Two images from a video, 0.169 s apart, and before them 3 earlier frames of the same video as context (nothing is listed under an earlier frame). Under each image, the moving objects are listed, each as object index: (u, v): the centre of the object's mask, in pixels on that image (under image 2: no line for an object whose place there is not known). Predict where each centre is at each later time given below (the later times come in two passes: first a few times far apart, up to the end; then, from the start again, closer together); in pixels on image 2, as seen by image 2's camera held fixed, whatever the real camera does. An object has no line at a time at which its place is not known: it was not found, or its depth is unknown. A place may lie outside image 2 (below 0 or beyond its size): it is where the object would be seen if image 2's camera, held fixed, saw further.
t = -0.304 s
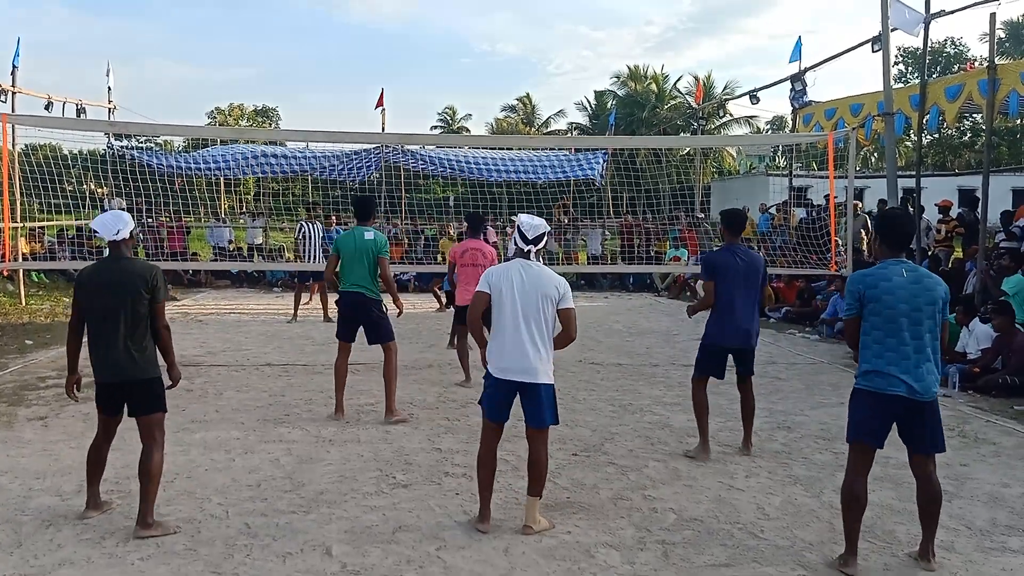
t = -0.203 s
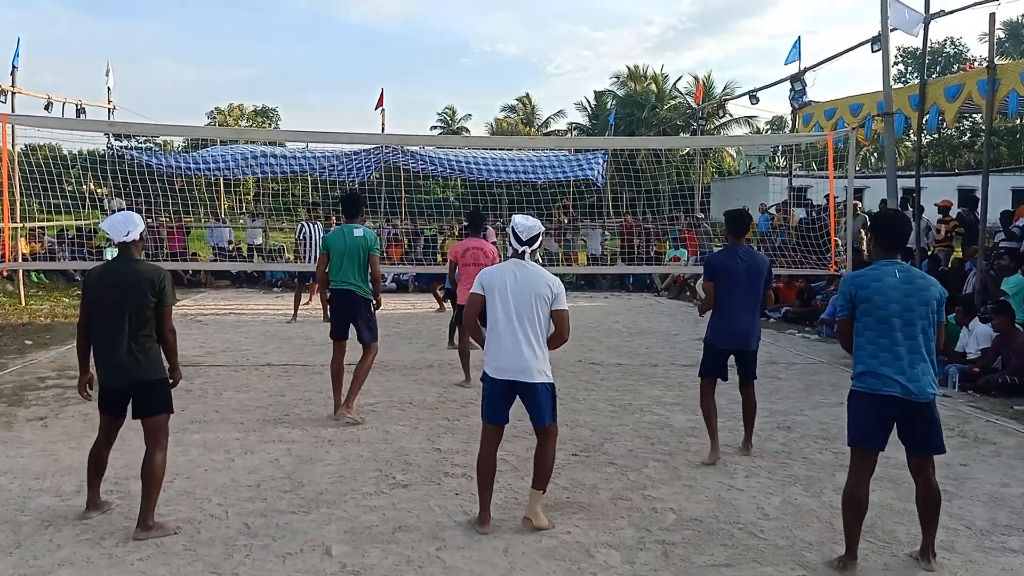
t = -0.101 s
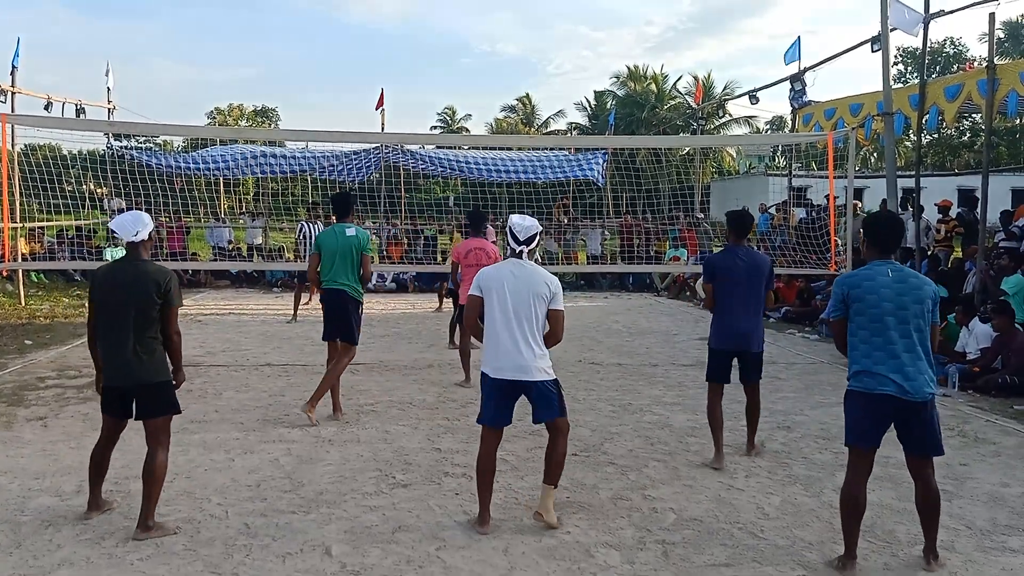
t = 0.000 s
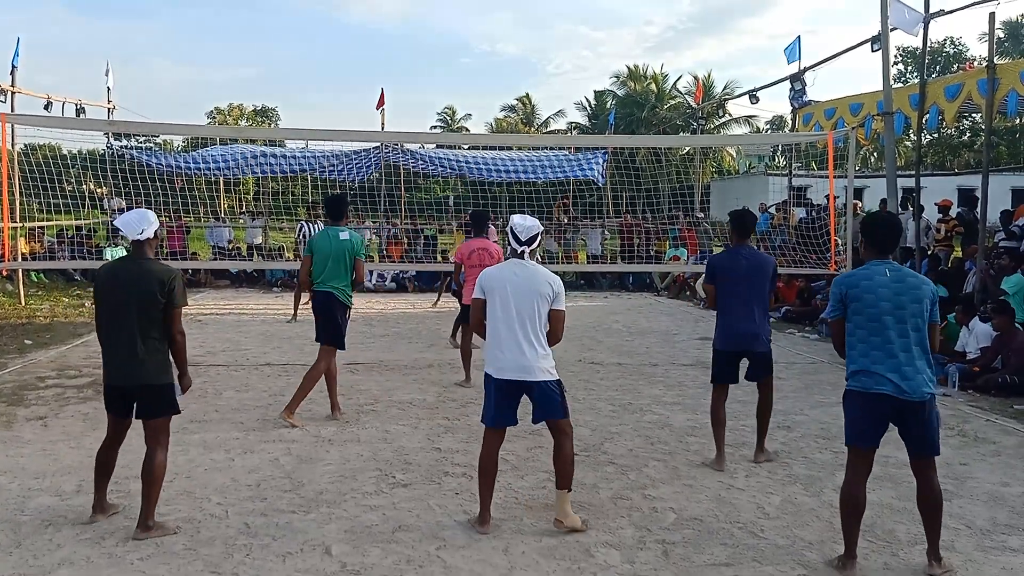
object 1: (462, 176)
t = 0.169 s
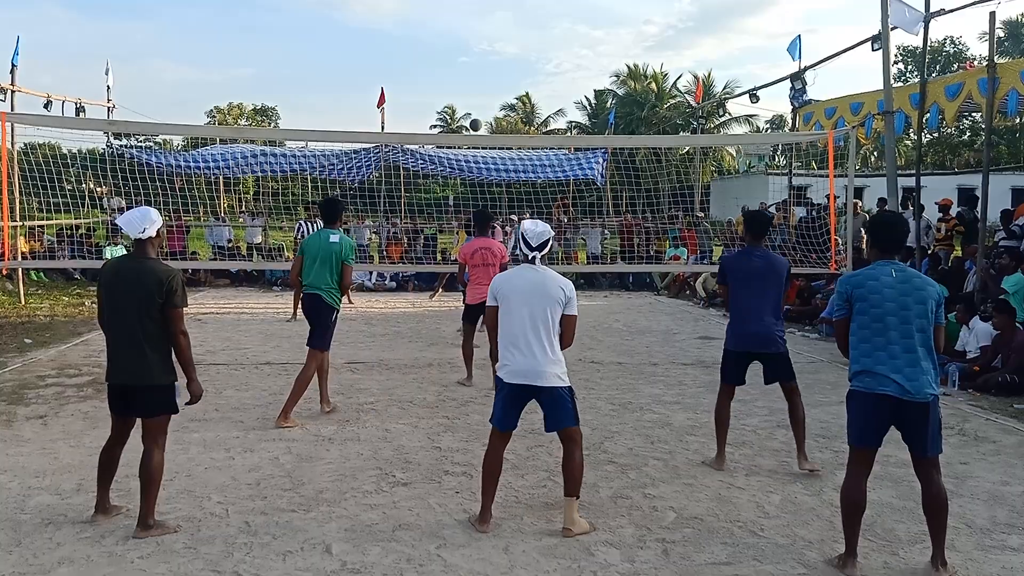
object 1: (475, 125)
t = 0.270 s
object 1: (485, 101)
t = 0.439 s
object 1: (505, 72)
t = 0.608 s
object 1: (528, 65)
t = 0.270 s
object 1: (485, 101)
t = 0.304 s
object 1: (489, 94)
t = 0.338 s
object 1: (493, 87)
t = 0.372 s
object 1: (497, 81)
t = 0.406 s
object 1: (501, 76)
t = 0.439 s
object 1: (505, 72)
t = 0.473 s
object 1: (509, 69)
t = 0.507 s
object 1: (513, 66)
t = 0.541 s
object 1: (518, 65)
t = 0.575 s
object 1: (523, 64)
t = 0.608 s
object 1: (528, 65)
